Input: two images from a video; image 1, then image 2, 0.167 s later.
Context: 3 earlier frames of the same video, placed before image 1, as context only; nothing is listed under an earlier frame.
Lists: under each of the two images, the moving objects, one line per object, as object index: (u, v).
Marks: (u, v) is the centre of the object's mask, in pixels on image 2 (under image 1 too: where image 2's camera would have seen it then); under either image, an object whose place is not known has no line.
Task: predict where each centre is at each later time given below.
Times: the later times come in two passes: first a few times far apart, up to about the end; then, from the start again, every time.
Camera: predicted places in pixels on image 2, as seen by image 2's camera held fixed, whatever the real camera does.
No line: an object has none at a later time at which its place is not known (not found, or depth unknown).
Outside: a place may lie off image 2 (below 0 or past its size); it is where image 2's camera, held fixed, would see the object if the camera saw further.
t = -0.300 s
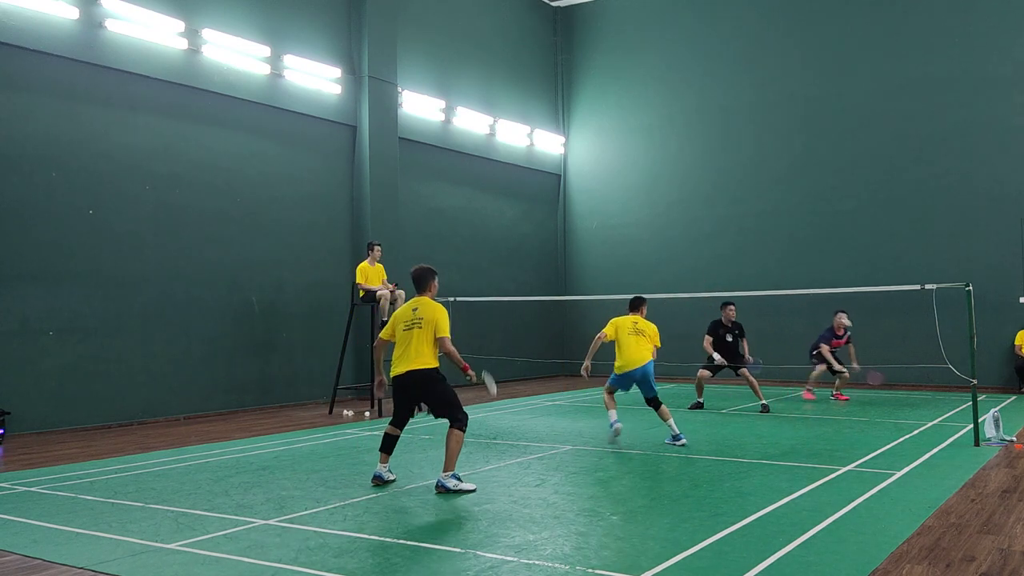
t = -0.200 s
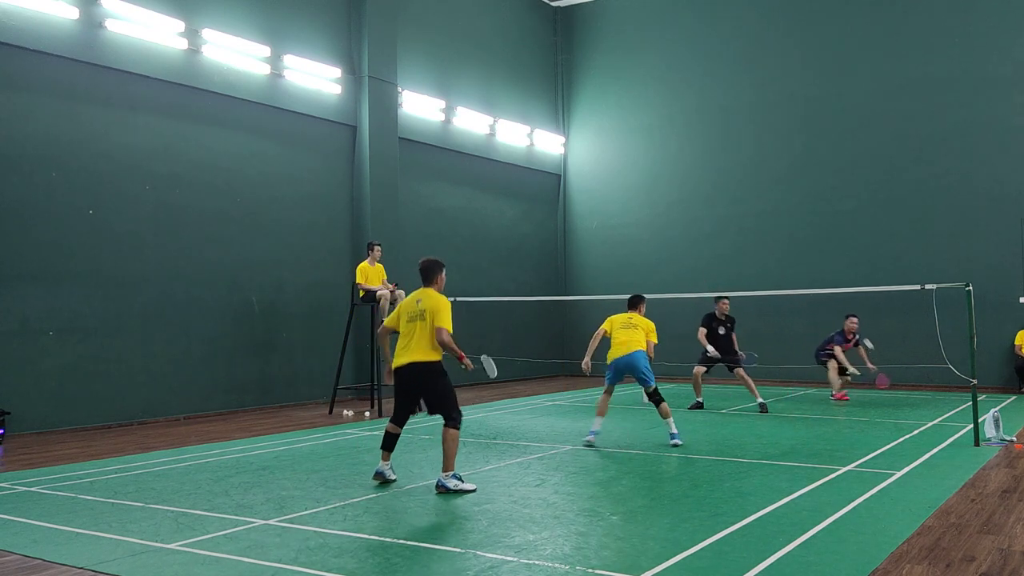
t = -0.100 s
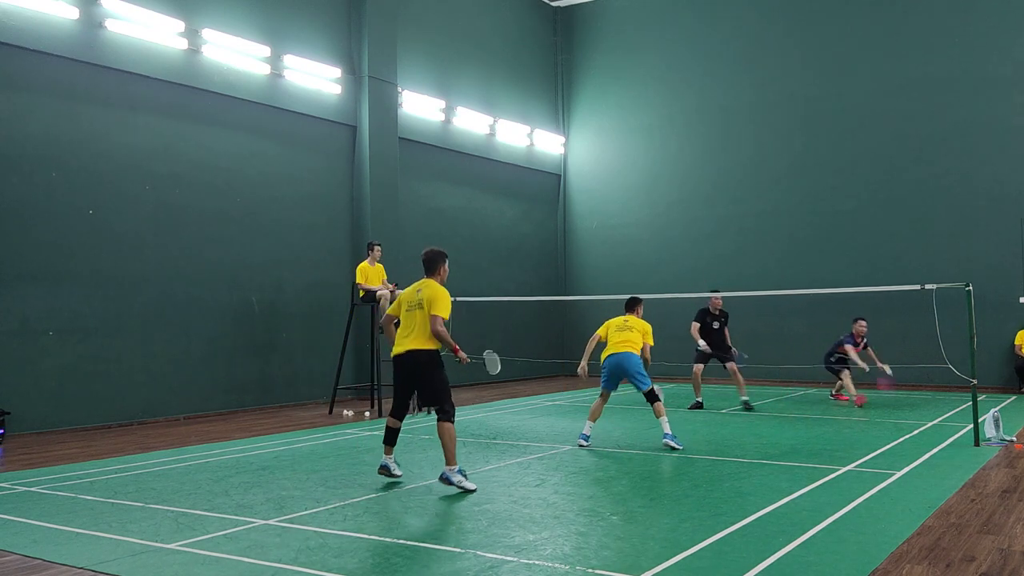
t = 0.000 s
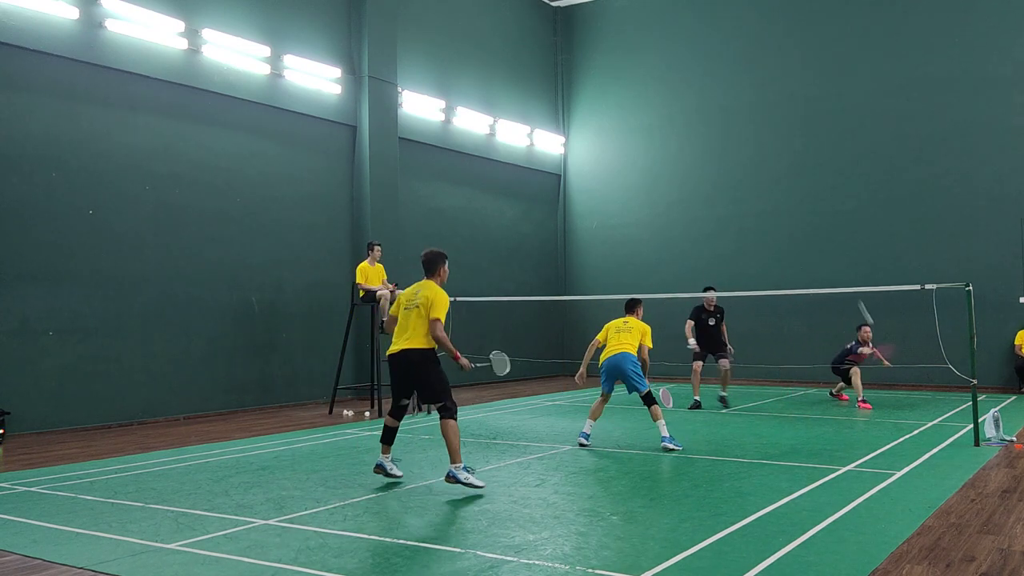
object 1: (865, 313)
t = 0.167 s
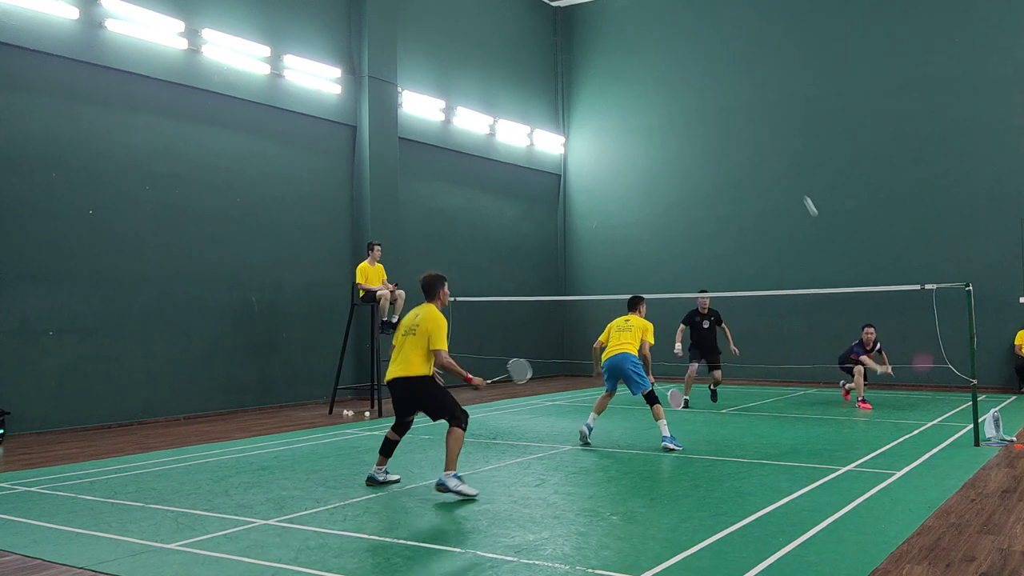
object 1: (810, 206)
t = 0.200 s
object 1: (800, 190)
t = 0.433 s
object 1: (737, 116)
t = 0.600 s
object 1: (692, 103)
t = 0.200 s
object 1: (800, 190)
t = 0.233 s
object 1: (791, 175)
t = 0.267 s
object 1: (782, 162)
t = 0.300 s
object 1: (773, 150)
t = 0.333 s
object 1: (764, 139)
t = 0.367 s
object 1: (755, 130)
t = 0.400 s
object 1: (746, 122)
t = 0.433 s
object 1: (737, 116)
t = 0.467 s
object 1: (728, 111)
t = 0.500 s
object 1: (719, 107)
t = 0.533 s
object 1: (710, 104)
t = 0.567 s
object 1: (702, 103)
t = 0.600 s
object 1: (692, 103)
